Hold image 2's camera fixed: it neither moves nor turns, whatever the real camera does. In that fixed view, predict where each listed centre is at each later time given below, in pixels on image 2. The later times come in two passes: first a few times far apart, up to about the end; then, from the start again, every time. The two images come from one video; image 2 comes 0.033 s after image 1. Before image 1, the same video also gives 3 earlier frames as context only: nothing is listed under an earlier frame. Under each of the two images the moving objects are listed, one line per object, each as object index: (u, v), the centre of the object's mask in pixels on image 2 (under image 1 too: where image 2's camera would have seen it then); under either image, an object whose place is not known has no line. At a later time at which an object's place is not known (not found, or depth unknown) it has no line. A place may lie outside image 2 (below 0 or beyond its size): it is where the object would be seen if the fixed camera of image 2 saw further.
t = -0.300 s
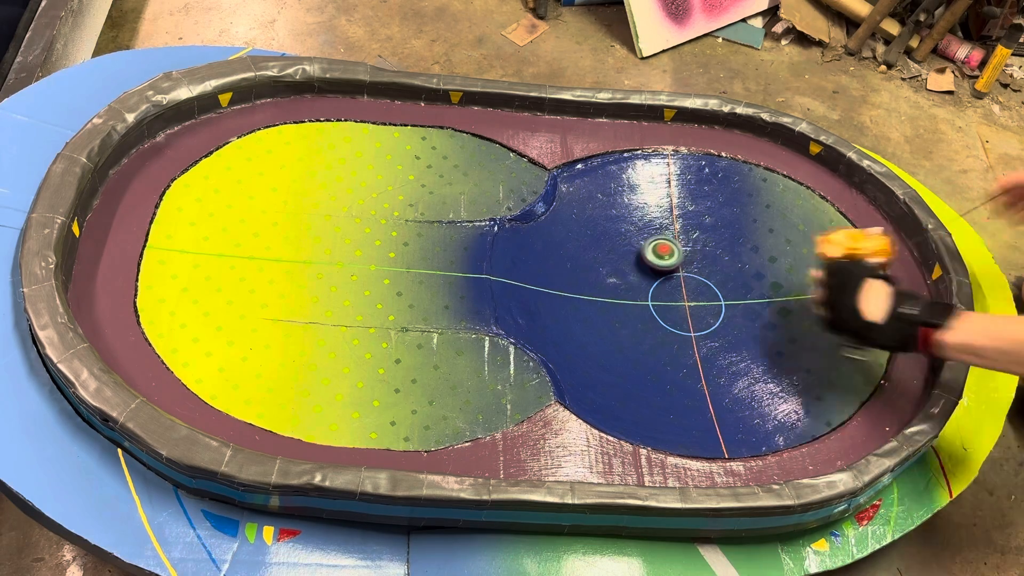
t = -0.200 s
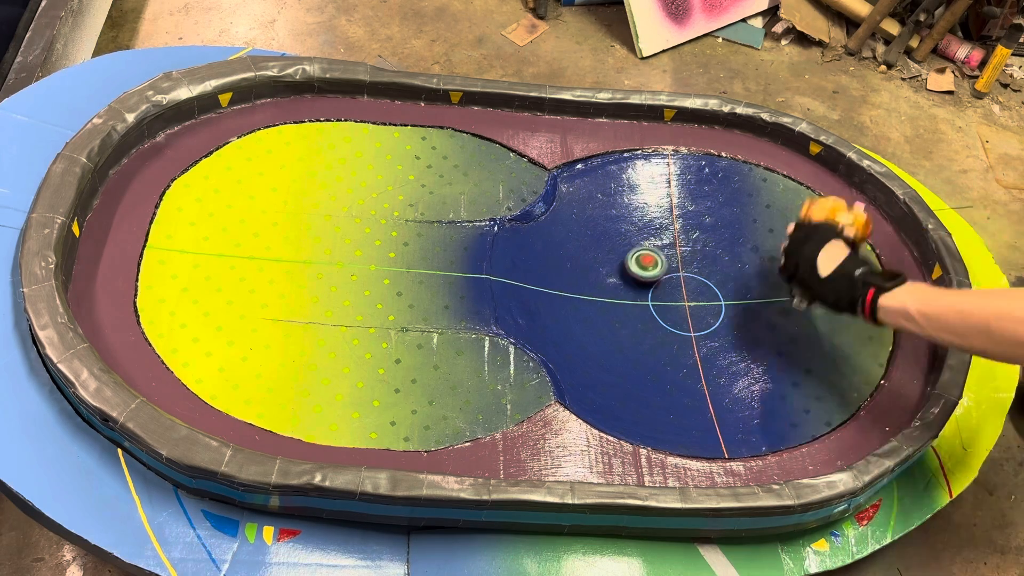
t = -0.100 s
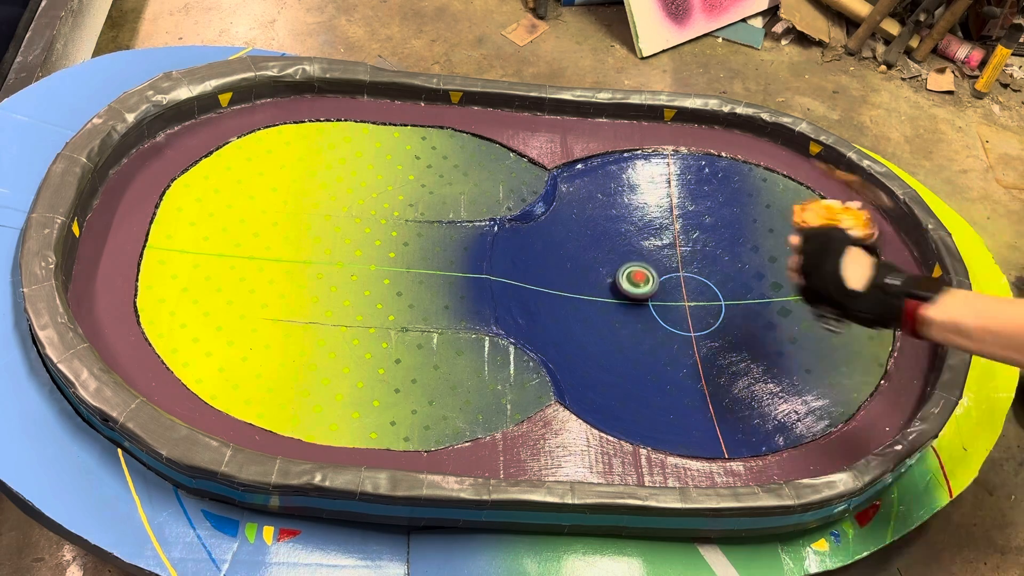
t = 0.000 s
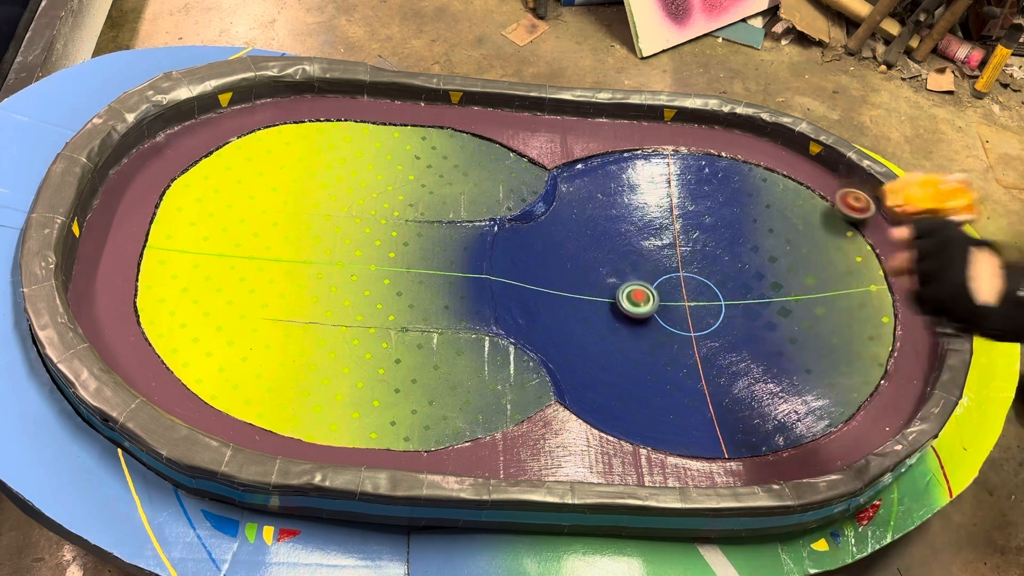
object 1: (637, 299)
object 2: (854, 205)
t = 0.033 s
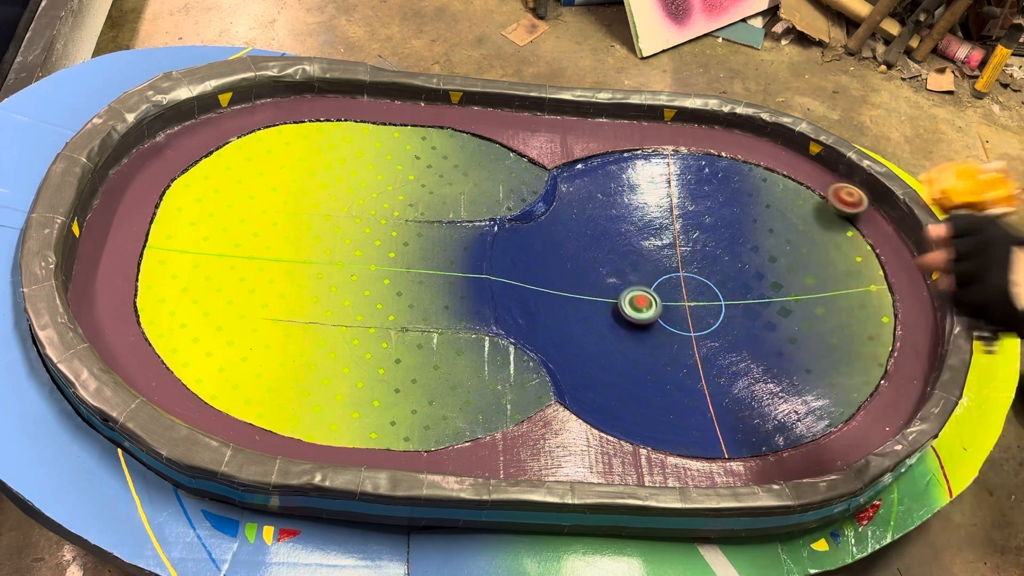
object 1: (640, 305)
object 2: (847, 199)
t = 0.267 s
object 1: (679, 337)
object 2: (740, 197)
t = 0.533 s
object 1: (733, 333)
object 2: (584, 239)
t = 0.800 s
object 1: (743, 292)
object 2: (552, 339)
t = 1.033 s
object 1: (709, 267)
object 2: (707, 397)
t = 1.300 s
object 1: (661, 273)
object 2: (878, 328)
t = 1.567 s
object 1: (648, 308)
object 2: (869, 205)
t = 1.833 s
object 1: (677, 331)
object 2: (709, 162)
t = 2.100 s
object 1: (705, 326)
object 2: (555, 205)
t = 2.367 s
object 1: (702, 309)
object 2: (598, 377)
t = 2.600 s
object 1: (692, 302)
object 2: (799, 440)
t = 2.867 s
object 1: (682, 299)
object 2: (897, 267)
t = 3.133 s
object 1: (684, 299)
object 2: (700, 130)
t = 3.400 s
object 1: (677, 301)
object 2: (437, 128)
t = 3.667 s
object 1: (681, 302)
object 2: (207, 186)
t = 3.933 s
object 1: (684, 299)
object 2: (112, 329)
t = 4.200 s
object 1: (683, 299)
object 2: (383, 432)
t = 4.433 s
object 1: (684, 300)
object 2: (606, 336)
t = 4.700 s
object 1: (748, 291)
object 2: (670, 228)
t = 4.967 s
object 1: (759, 270)
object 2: (676, 179)
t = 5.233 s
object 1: (710, 259)
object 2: (651, 216)
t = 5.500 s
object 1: (671, 279)
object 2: (623, 287)
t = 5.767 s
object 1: (678, 302)
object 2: (668, 345)
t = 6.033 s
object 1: (697, 315)
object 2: (737, 341)
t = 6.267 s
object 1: (703, 318)
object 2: (747, 291)
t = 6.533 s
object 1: (704, 322)
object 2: (689, 246)
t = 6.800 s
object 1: (697, 321)
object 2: (623, 263)
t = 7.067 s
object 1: (690, 325)
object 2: (629, 325)
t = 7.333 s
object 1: (696, 320)
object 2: (692, 358)
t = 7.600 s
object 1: (690, 308)
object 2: (744, 337)
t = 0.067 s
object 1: (643, 310)
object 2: (836, 196)
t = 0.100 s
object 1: (648, 315)
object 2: (824, 194)
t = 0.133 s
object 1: (653, 320)
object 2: (810, 192)
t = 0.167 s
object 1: (658, 325)
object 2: (794, 191)
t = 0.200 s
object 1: (664, 330)
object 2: (777, 193)
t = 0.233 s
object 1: (672, 334)
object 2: (759, 194)
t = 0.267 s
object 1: (679, 337)
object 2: (740, 197)
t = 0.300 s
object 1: (686, 340)
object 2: (720, 200)
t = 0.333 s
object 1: (694, 341)
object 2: (699, 205)
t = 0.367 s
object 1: (702, 342)
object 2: (679, 209)
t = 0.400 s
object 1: (709, 342)
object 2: (656, 214)
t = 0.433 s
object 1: (716, 341)
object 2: (635, 218)
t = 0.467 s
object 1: (722, 339)
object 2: (617, 225)
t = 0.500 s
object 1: (728, 337)
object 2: (599, 232)
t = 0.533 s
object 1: (733, 333)
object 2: (584, 239)
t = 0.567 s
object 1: (738, 330)
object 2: (570, 248)
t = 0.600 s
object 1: (741, 325)
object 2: (558, 258)
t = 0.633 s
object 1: (744, 320)
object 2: (549, 269)
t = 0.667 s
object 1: (746, 315)
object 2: (543, 282)
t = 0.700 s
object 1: (747, 309)
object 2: (540, 295)
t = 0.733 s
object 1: (746, 304)
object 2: (540, 310)
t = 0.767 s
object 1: (745, 298)
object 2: (545, 324)
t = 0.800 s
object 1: (743, 292)
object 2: (552, 339)
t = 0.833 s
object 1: (739, 287)
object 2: (565, 352)
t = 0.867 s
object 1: (736, 283)
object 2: (582, 364)
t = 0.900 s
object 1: (732, 279)
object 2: (603, 374)
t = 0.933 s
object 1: (727, 275)
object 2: (626, 383)
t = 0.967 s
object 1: (722, 272)
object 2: (652, 390)
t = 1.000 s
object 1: (715, 269)
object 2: (679, 395)
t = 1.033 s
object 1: (709, 267)
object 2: (707, 397)
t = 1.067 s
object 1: (702, 266)
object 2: (733, 397)
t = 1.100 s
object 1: (695, 265)
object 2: (760, 394)
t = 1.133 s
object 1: (689, 265)
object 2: (787, 388)
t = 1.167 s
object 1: (683, 265)
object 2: (811, 379)
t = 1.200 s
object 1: (677, 267)
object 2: (832, 369)
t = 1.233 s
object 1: (671, 268)
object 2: (849, 356)
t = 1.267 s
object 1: (666, 270)
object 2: (865, 342)
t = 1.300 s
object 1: (661, 273)
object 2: (878, 328)
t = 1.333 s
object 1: (657, 277)
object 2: (889, 313)
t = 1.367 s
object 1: (653, 281)
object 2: (895, 296)
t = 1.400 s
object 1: (650, 286)
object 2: (898, 279)
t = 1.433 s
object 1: (648, 291)
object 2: (896, 263)
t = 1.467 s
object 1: (647, 296)
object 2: (890, 247)
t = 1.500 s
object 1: (646, 300)
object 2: (883, 232)
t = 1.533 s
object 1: (646, 304)
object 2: (875, 218)
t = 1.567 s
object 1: (648, 308)
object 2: (869, 205)
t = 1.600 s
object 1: (650, 311)
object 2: (849, 194)
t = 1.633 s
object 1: (653, 314)
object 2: (832, 184)
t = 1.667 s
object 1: (656, 317)
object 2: (816, 176)
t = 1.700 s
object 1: (660, 321)
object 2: (796, 171)
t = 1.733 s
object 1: (664, 324)
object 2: (775, 168)
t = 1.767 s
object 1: (668, 327)
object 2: (754, 165)
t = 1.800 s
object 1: (672, 329)
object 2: (731, 163)
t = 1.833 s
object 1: (677, 331)
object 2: (709, 162)
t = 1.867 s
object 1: (681, 333)
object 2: (686, 162)
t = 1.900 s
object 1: (685, 334)
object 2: (661, 163)
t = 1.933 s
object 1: (689, 334)
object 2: (636, 165)
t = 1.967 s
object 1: (693, 334)
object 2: (613, 168)
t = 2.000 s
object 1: (697, 333)
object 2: (591, 173)
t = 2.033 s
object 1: (700, 331)
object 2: (570, 180)
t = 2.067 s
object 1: (703, 329)
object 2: (561, 190)
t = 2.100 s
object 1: (705, 326)
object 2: (555, 205)
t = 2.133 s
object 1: (706, 324)
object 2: (548, 226)
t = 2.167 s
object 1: (706, 321)
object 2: (543, 248)
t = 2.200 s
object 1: (706, 319)
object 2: (543, 268)
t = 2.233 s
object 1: (705, 316)
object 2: (546, 290)
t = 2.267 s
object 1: (705, 314)
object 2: (553, 312)
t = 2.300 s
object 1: (704, 312)
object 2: (565, 334)
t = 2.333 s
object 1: (703, 310)
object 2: (580, 356)
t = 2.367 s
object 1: (702, 309)
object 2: (598, 377)
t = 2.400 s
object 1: (701, 308)
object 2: (621, 397)
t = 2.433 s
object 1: (699, 306)
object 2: (646, 415)
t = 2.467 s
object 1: (698, 305)
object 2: (676, 431)
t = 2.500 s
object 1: (696, 304)
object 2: (704, 443)
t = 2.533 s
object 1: (694, 304)
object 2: (737, 446)
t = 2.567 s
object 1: (693, 303)
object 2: (770, 448)
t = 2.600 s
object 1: (692, 302)
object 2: (799, 440)
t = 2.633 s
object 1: (691, 302)
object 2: (825, 430)
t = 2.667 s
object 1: (689, 301)
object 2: (848, 416)
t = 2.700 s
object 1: (687, 301)
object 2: (866, 398)
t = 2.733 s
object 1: (686, 300)
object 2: (882, 378)
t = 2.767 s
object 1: (684, 300)
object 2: (890, 350)
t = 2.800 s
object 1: (683, 299)
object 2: (896, 324)
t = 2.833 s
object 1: (683, 299)
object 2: (899, 295)
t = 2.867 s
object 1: (682, 299)
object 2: (897, 267)
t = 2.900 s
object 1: (682, 299)
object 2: (890, 241)
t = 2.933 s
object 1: (684, 299)
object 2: (883, 218)
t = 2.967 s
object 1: (685, 300)
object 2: (854, 197)
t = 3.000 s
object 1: (686, 300)
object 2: (826, 178)
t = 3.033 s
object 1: (686, 300)
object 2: (799, 160)
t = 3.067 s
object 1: (685, 300)
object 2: (771, 145)
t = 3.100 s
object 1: (685, 299)
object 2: (735, 136)
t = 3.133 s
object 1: (684, 299)
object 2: (700, 130)
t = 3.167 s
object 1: (682, 299)
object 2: (664, 128)
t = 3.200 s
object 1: (681, 299)
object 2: (628, 124)
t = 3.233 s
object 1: (680, 299)
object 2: (594, 123)
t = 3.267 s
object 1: (679, 299)
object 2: (561, 124)
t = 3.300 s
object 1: (678, 300)
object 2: (529, 122)
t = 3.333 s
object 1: (678, 300)
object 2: (497, 123)
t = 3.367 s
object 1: (677, 301)
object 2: (468, 123)
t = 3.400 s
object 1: (677, 301)
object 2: (437, 128)
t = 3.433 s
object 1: (678, 301)
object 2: (406, 133)
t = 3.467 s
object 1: (678, 302)
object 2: (376, 139)
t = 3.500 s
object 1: (678, 302)
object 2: (345, 145)
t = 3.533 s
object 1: (679, 302)
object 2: (317, 152)
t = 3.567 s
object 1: (680, 302)
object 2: (288, 159)
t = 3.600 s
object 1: (680, 302)
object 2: (260, 167)
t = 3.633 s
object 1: (681, 302)
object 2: (232, 176)
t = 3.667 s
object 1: (681, 302)
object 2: (207, 186)
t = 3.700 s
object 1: (682, 302)
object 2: (180, 196)
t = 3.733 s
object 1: (682, 302)
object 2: (156, 208)
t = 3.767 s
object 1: (682, 301)
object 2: (143, 222)
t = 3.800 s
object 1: (683, 301)
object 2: (135, 243)
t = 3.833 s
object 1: (683, 300)
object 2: (127, 264)
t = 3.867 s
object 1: (683, 300)
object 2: (120, 286)
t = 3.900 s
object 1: (684, 300)
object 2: (113, 308)
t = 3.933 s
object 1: (684, 299)
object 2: (112, 329)
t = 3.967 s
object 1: (684, 298)
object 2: (135, 345)
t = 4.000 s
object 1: (685, 298)
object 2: (166, 361)
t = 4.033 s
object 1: (685, 298)
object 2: (199, 379)
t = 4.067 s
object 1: (684, 298)
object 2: (235, 392)
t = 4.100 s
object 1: (684, 298)
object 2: (270, 405)
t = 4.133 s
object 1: (683, 299)
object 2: (308, 418)
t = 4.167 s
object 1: (683, 299)
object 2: (346, 429)
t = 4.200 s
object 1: (683, 299)
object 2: (383, 432)
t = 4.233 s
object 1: (683, 299)
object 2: (424, 432)
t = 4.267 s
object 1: (683, 299)
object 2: (463, 427)
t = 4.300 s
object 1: (684, 299)
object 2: (502, 417)
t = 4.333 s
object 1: (684, 299)
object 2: (535, 400)
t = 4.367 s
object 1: (684, 299)
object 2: (563, 377)
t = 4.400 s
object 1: (684, 300)
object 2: (585, 354)
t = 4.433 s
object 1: (684, 300)
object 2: (606, 336)
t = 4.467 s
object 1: (685, 300)
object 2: (624, 324)
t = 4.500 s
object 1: (685, 300)
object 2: (640, 317)
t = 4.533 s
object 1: (691, 299)
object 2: (655, 300)
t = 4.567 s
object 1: (703, 298)
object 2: (660, 278)
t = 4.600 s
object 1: (717, 297)
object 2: (662, 263)
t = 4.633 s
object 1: (729, 295)
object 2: (664, 252)
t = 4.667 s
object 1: (739, 293)
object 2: (666, 242)
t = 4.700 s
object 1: (748, 291)
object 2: (670, 228)
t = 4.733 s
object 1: (755, 289)
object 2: (672, 218)
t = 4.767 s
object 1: (761, 286)
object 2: (674, 210)
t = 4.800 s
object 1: (764, 284)
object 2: (676, 202)
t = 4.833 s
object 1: (765, 280)
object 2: (677, 194)
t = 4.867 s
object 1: (766, 278)
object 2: (677, 188)
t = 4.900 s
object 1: (765, 275)
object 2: (677, 184)
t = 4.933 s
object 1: (762, 272)
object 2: (676, 180)
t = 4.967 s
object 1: (759, 270)
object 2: (676, 179)
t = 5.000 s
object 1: (755, 267)
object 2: (674, 180)
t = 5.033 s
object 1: (749, 265)
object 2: (673, 181)
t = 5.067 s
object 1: (744, 263)
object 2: (670, 185)
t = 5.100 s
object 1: (737, 261)
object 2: (667, 189)
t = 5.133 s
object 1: (730, 260)
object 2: (663, 195)
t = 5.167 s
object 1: (724, 259)
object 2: (660, 201)
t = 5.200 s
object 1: (717, 259)
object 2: (655, 208)
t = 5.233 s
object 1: (710, 259)
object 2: (651, 216)
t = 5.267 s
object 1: (704, 260)
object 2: (646, 225)
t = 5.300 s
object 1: (698, 262)
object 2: (641, 234)
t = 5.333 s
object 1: (692, 264)
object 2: (636, 243)
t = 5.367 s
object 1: (687, 266)
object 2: (631, 252)
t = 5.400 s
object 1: (682, 269)
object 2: (628, 261)
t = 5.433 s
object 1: (678, 272)
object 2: (625, 270)
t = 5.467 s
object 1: (674, 275)
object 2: (623, 278)
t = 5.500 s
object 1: (671, 279)
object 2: (623, 287)
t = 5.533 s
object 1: (668, 282)
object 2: (625, 296)
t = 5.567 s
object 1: (667, 286)
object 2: (629, 304)
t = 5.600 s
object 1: (666, 289)
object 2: (634, 311)
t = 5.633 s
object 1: (666, 293)
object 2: (641, 318)
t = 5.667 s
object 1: (668, 296)
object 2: (647, 325)
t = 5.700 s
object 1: (671, 298)
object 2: (652, 333)
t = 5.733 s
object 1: (675, 300)
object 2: (659, 339)
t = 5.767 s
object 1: (678, 302)
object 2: (668, 345)
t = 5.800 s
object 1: (681, 304)
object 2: (677, 349)
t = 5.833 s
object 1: (684, 306)
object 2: (686, 352)
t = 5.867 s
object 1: (687, 308)
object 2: (696, 353)
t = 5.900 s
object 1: (689, 309)
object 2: (705, 353)
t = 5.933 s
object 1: (691, 311)
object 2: (714, 351)
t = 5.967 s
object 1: (694, 313)
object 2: (722, 348)
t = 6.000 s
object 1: (695, 314)
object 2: (730, 345)
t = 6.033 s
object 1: (697, 315)
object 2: (737, 341)
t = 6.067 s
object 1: (699, 316)
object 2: (744, 336)
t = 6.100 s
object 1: (700, 317)
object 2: (748, 330)
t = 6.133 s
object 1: (701, 318)
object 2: (751, 323)
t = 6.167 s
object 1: (701, 318)
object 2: (753, 315)
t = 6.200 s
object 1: (702, 318)
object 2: (753, 308)
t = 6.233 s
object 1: (703, 318)
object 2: (751, 299)
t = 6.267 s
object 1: (703, 318)
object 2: (747, 291)
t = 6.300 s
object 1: (703, 318)
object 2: (743, 283)
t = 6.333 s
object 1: (703, 319)
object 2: (737, 276)
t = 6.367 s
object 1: (703, 319)
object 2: (730, 268)
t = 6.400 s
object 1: (704, 320)
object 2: (722, 262)
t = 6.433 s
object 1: (704, 321)
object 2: (714, 256)
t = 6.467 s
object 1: (704, 321)
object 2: (706, 252)
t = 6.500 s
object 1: (704, 321)
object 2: (697, 248)
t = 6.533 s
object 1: (704, 322)
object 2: (689, 246)
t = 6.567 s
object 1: (704, 321)
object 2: (679, 244)
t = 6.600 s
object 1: (703, 321)
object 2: (670, 244)
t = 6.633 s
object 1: (703, 321)
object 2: (660, 245)
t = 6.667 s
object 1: (702, 321)
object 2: (650, 247)
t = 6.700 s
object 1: (701, 321)
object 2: (643, 249)
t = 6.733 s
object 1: (699, 321)
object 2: (635, 253)
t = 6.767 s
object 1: (698, 321)
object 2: (628, 258)
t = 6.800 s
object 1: (697, 321)
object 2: (623, 263)
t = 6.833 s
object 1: (696, 322)
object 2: (619, 269)
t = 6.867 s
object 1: (695, 322)
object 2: (616, 278)
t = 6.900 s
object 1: (694, 323)
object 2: (615, 285)
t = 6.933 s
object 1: (693, 324)
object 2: (615, 293)
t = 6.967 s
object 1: (692, 324)
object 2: (617, 301)
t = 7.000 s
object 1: (692, 324)
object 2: (620, 310)
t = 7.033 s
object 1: (691, 325)
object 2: (624, 318)
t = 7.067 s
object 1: (690, 325)
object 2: (629, 325)
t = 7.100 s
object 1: (690, 326)
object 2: (635, 332)
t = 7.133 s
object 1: (690, 326)
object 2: (642, 338)
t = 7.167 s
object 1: (691, 326)
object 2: (650, 343)
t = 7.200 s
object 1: (691, 326)
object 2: (658, 348)
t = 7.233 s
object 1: (693, 325)
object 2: (668, 351)
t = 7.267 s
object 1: (694, 324)
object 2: (676, 354)
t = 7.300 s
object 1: (696, 322)
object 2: (684, 357)
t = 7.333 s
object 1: (696, 320)
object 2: (692, 358)
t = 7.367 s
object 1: (697, 318)
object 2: (700, 358)
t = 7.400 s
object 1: (697, 316)
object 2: (708, 358)
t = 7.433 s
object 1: (696, 314)
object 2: (716, 356)
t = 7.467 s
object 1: (695, 313)
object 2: (722, 355)
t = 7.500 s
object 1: (695, 311)
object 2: (729, 351)
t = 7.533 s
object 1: (693, 310)
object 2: (734, 347)
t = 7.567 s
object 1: (692, 309)
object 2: (739, 343)
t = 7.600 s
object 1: (690, 308)
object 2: (744, 337)
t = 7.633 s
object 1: (689, 308)
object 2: (747, 330)
